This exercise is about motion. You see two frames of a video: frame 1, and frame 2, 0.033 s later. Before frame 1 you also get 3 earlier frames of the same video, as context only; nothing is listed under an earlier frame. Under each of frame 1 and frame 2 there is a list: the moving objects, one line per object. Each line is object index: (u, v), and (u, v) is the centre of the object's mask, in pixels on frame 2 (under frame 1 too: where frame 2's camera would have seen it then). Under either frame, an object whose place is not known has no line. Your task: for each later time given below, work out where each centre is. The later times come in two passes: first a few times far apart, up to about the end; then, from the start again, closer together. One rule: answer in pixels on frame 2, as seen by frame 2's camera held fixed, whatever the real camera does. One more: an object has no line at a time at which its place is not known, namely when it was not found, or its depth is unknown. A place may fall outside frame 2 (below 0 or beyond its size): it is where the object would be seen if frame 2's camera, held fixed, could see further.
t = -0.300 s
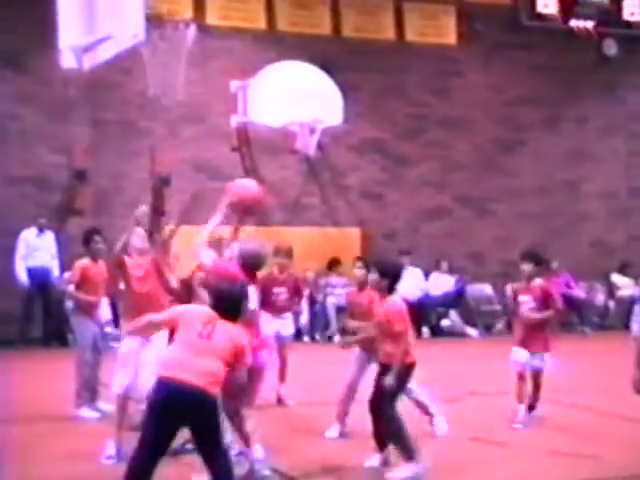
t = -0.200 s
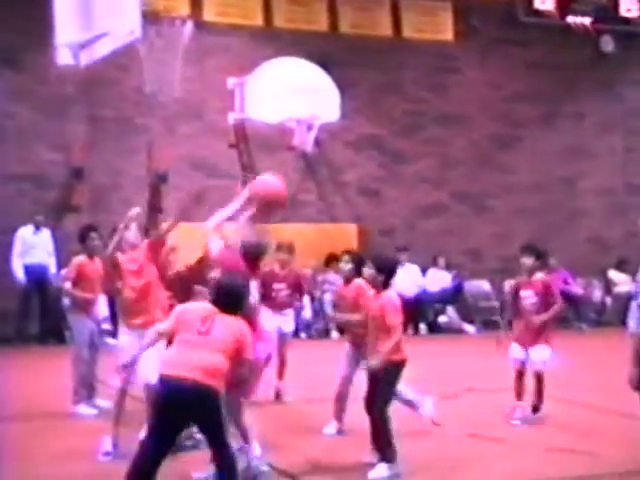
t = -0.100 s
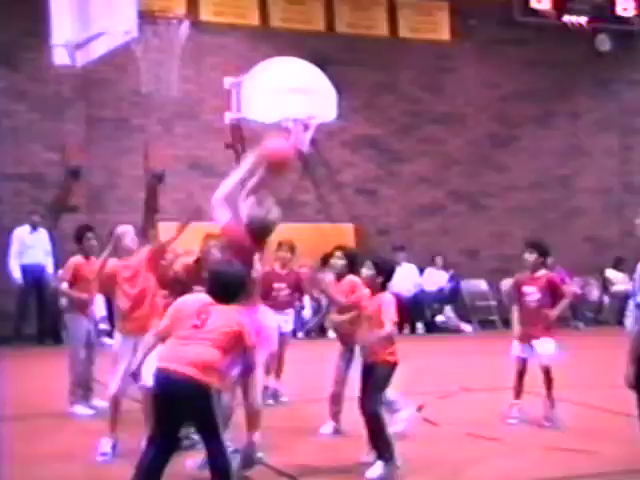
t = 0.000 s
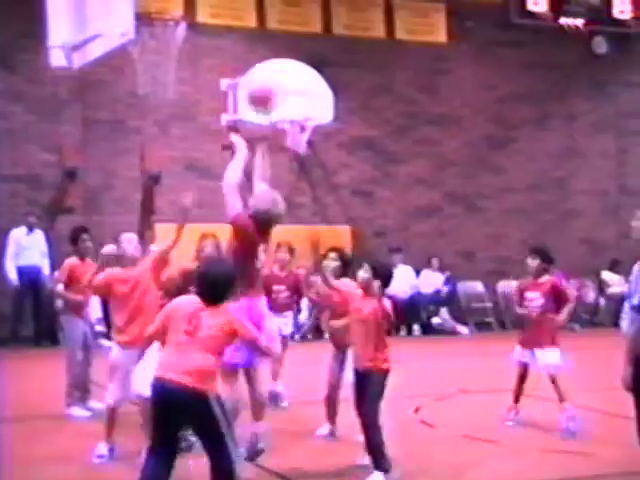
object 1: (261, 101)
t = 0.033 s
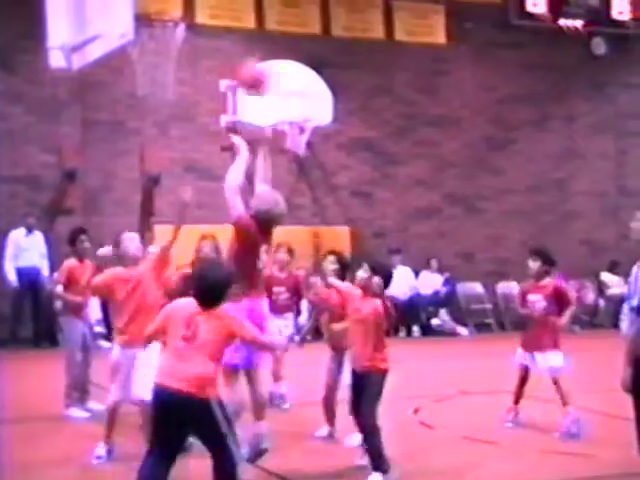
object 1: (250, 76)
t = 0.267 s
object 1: (210, 5)
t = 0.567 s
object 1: (179, 13)
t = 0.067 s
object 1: (246, 59)
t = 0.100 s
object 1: (241, 47)
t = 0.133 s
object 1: (235, 35)
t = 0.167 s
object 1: (229, 24)
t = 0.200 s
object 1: (223, 16)
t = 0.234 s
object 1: (217, 9)
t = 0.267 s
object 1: (210, 5)
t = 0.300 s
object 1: (205, 2)
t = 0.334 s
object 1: (198, 1)
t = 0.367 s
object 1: (193, 1)
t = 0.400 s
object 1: (189, 0)
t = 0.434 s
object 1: (182, 1)
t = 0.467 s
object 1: (180, 6)
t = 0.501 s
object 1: (176, 10)
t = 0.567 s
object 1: (179, 13)
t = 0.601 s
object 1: (181, 18)
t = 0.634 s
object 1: (186, 25)
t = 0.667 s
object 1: (188, 32)
